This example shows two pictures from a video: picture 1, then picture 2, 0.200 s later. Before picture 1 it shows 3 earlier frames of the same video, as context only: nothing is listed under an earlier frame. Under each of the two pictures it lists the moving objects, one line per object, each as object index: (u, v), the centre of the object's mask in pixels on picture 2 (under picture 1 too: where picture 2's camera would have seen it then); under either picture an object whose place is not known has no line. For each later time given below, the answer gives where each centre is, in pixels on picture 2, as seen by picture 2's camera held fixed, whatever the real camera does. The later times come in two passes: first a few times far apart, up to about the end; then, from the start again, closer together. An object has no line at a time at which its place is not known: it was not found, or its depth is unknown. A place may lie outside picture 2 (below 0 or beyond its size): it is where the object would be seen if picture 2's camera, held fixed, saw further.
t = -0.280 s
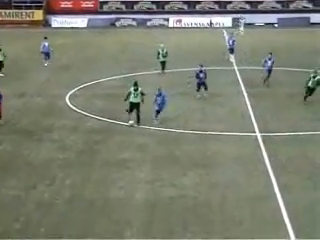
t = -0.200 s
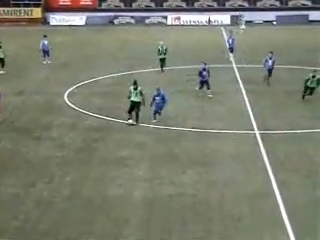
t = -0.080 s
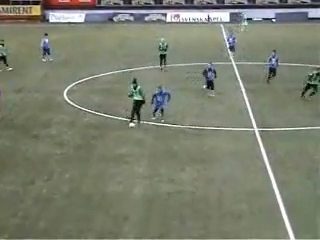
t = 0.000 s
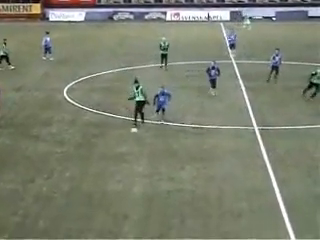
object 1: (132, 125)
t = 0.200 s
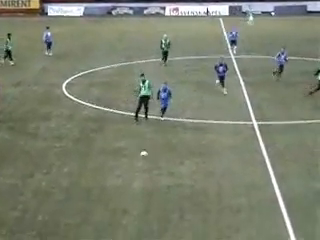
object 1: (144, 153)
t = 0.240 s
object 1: (146, 162)
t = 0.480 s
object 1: (167, 192)
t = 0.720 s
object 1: (194, 234)
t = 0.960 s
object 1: (228, 280)
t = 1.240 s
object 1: (268, 332)
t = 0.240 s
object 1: (146, 162)
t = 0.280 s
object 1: (150, 168)
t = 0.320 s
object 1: (152, 172)
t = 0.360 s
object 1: (156, 175)
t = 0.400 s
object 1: (160, 179)
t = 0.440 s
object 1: (163, 185)
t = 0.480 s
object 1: (167, 192)
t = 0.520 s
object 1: (172, 200)
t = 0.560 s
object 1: (176, 209)
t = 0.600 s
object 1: (180, 218)
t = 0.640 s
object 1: (185, 222)
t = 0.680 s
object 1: (190, 227)
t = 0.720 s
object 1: (194, 234)
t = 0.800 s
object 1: (206, 250)
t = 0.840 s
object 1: (211, 260)
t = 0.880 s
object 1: (216, 265)
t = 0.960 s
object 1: (228, 280)
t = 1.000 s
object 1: (234, 289)
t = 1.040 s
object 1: (239, 295)
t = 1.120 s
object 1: (250, 307)
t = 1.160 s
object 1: (255, 314)
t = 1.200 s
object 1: (262, 323)
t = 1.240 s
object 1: (268, 332)
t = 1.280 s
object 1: (274, 344)
